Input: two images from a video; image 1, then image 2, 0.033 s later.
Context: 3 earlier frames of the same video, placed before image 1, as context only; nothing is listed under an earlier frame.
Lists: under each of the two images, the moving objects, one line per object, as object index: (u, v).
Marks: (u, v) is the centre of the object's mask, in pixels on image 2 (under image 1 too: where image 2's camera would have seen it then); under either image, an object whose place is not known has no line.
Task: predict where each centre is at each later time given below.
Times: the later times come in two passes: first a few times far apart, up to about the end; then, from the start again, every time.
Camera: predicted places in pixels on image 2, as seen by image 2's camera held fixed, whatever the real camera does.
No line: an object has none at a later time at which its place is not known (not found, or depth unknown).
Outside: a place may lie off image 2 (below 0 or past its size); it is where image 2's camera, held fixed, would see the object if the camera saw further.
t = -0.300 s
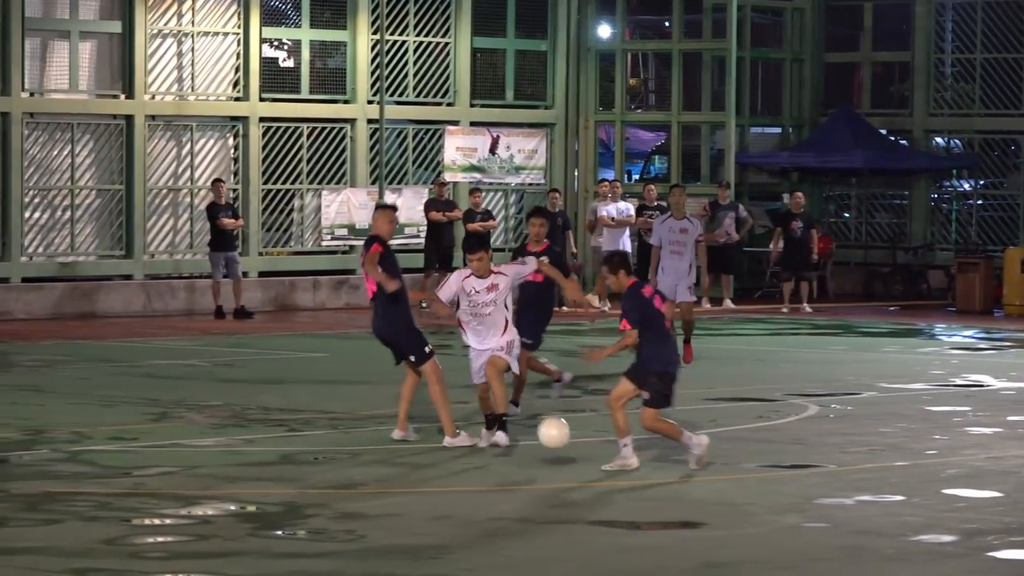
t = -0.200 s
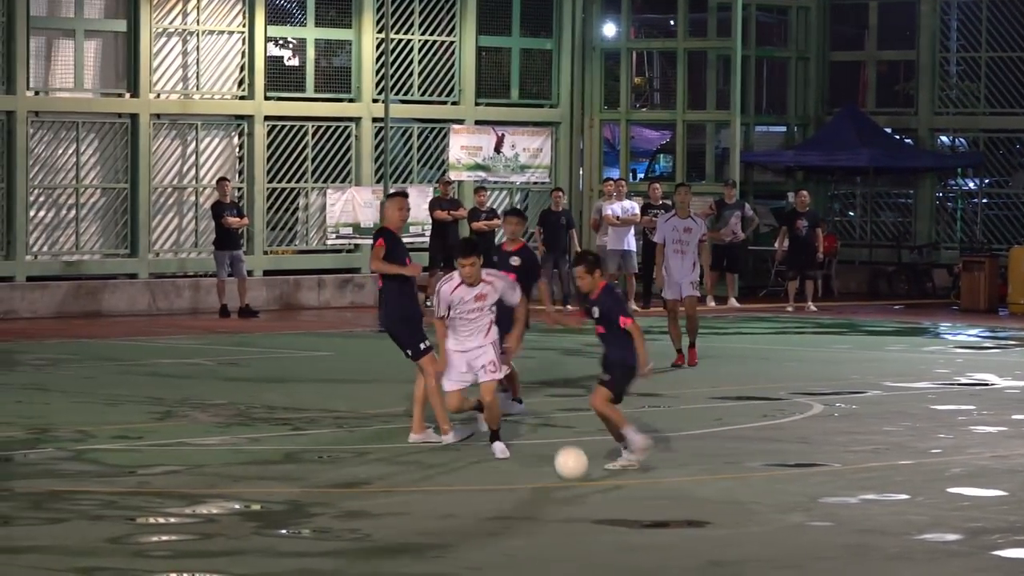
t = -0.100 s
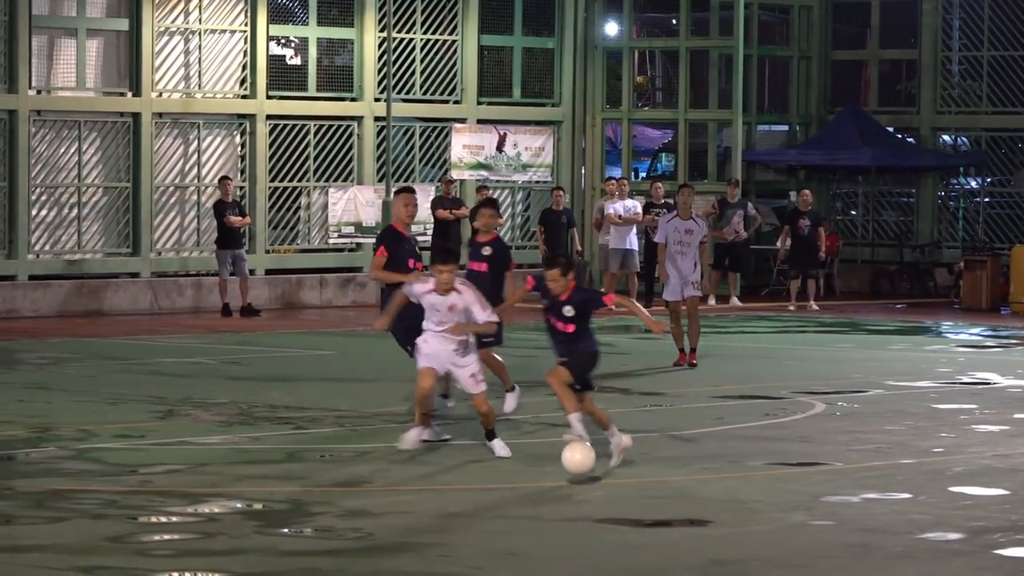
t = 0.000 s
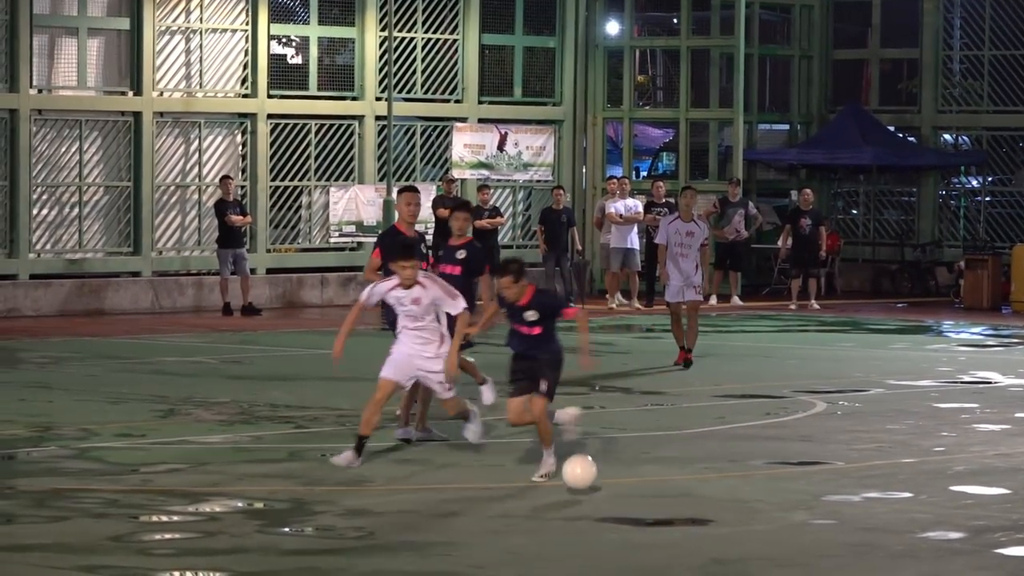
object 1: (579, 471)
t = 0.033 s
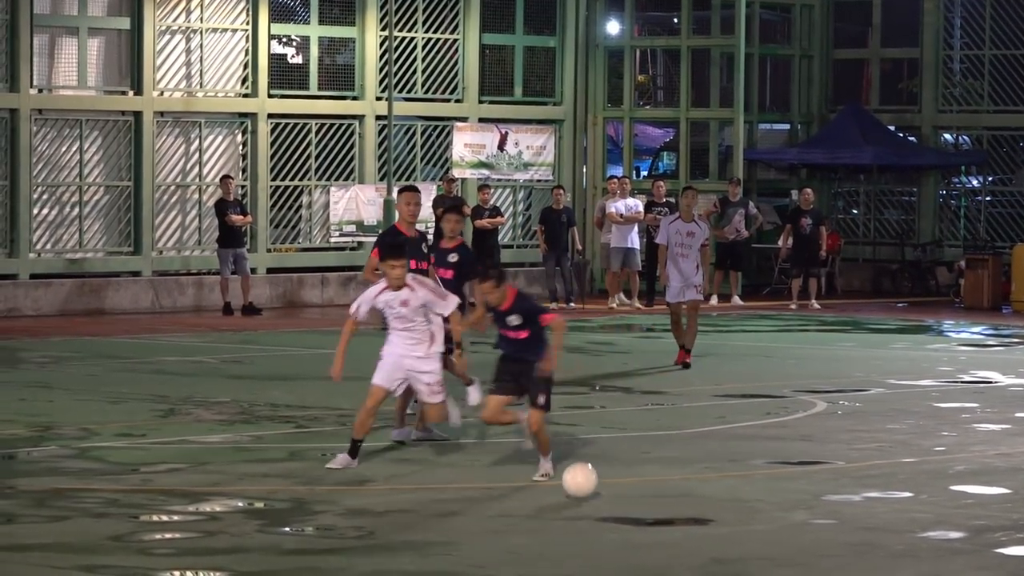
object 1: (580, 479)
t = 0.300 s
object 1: (588, 502)
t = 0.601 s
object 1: (598, 525)
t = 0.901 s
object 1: (607, 564)
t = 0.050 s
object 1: (580, 482)
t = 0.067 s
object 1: (581, 481)
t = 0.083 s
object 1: (581, 480)
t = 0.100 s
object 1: (581, 478)
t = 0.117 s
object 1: (582, 476)
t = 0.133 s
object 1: (582, 476)
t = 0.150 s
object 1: (583, 476)
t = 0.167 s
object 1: (584, 477)
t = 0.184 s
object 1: (584, 478)
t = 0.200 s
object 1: (584, 480)
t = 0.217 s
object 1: (585, 482)
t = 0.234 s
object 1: (585, 485)
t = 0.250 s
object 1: (586, 487)
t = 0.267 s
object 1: (586, 492)
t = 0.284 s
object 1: (587, 496)
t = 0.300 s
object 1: (588, 502)
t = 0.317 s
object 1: (588, 507)
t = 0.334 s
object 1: (588, 507)
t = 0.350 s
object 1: (589, 505)
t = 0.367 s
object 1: (590, 505)
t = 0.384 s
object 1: (590, 505)
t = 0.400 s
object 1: (591, 506)
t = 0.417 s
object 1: (591, 508)
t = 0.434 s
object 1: (592, 510)
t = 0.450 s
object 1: (592, 512)
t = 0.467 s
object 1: (593, 515)
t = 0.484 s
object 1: (593, 518)
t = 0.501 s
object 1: (594, 522)
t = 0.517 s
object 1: (595, 527)
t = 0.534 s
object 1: (595, 527)
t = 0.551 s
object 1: (596, 526)
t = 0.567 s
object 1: (596, 525)
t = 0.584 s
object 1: (597, 525)
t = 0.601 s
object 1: (598, 525)
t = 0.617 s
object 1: (598, 527)
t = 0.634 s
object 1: (599, 529)
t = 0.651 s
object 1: (599, 531)
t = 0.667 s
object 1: (600, 534)
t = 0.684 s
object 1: (600, 538)
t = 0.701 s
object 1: (601, 542)
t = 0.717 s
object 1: (602, 547)
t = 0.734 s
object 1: (602, 552)
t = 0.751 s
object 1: (603, 553)
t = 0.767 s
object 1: (603, 552)
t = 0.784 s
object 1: (604, 552)
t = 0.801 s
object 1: (604, 551)
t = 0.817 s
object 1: (605, 551)
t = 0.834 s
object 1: (605, 552)
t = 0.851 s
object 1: (606, 554)
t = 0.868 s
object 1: (606, 556)
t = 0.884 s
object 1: (607, 560)
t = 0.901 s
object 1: (607, 564)
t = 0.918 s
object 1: (608, 568)
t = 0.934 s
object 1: (608, 573)
